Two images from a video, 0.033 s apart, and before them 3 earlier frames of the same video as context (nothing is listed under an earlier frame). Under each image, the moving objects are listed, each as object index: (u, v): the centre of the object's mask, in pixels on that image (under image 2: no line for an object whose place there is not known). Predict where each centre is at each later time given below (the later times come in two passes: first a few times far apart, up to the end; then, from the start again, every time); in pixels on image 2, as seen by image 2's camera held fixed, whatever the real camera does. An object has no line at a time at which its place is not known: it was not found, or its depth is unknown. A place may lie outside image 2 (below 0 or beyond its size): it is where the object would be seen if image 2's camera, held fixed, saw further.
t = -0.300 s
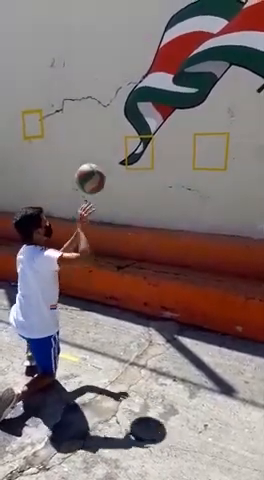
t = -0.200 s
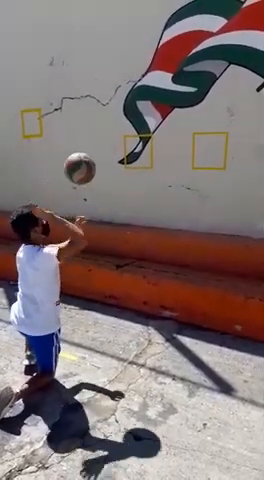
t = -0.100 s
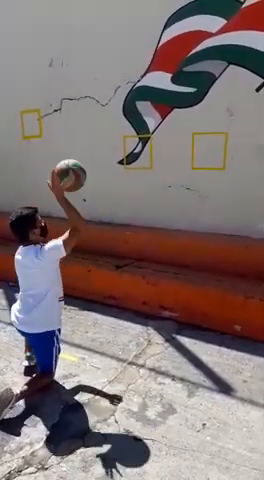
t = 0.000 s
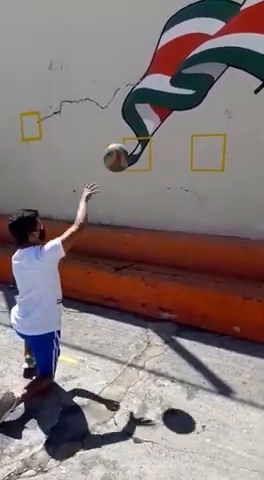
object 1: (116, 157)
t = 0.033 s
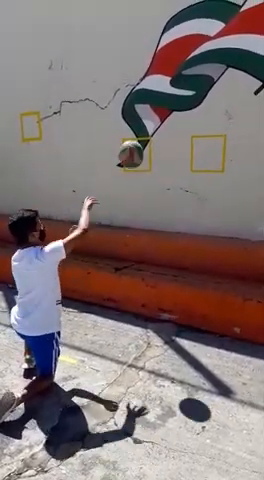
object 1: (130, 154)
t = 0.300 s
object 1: (212, 168)
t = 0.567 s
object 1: (194, 233)
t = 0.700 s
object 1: (175, 310)
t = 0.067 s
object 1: (144, 151)
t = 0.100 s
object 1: (156, 151)
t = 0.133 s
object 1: (168, 151)
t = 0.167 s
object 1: (178, 152)
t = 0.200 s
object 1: (187, 156)
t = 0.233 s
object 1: (197, 159)
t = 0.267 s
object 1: (205, 162)
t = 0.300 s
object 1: (212, 168)
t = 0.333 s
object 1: (219, 173)
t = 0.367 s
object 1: (215, 176)
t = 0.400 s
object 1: (213, 183)
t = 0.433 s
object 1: (209, 190)
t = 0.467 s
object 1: (206, 197)
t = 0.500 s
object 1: (202, 207)
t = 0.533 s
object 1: (198, 219)
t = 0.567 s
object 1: (194, 233)
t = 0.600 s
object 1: (190, 248)
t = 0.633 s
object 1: (185, 265)
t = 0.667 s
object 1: (180, 286)
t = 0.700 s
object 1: (175, 310)
